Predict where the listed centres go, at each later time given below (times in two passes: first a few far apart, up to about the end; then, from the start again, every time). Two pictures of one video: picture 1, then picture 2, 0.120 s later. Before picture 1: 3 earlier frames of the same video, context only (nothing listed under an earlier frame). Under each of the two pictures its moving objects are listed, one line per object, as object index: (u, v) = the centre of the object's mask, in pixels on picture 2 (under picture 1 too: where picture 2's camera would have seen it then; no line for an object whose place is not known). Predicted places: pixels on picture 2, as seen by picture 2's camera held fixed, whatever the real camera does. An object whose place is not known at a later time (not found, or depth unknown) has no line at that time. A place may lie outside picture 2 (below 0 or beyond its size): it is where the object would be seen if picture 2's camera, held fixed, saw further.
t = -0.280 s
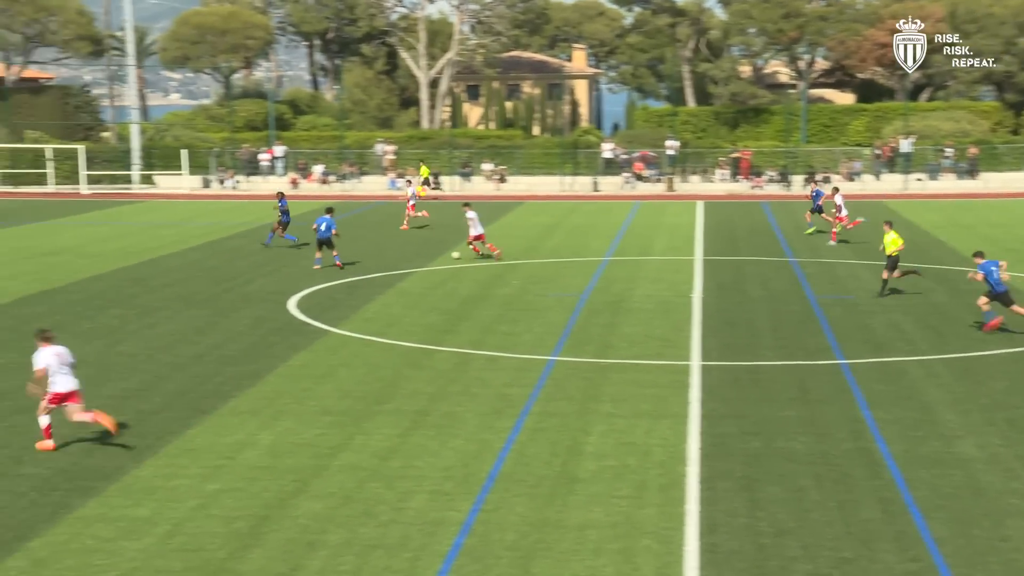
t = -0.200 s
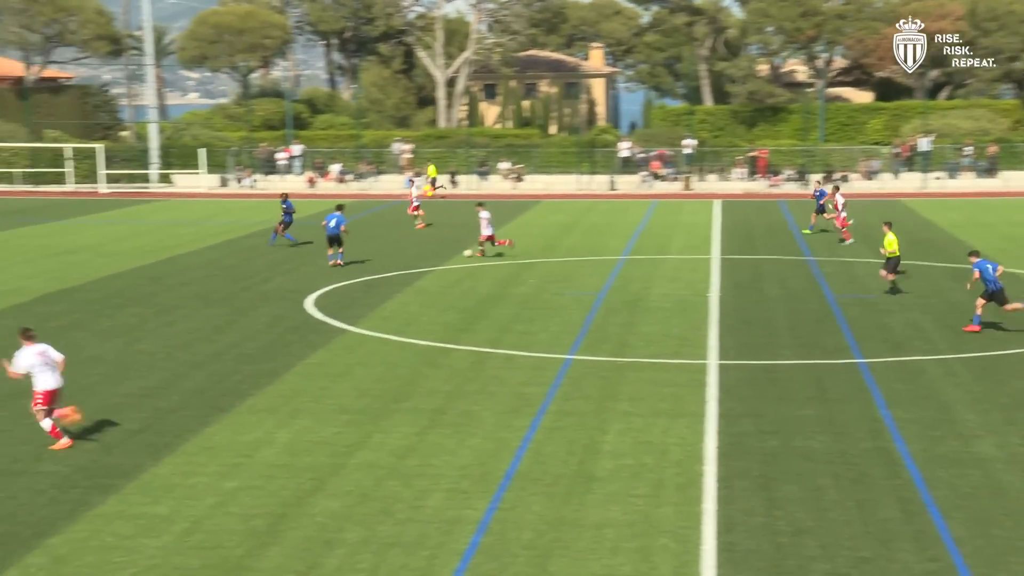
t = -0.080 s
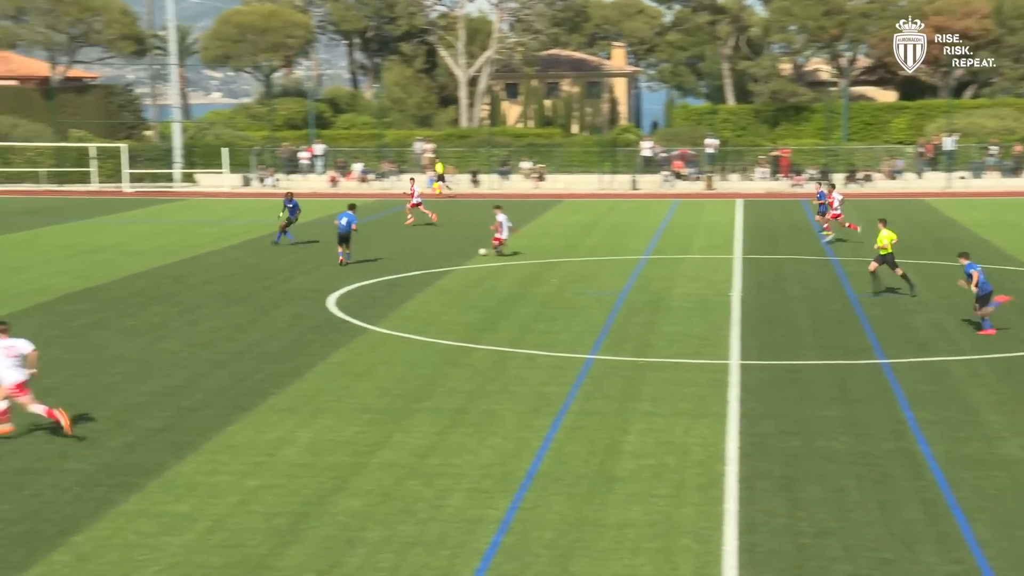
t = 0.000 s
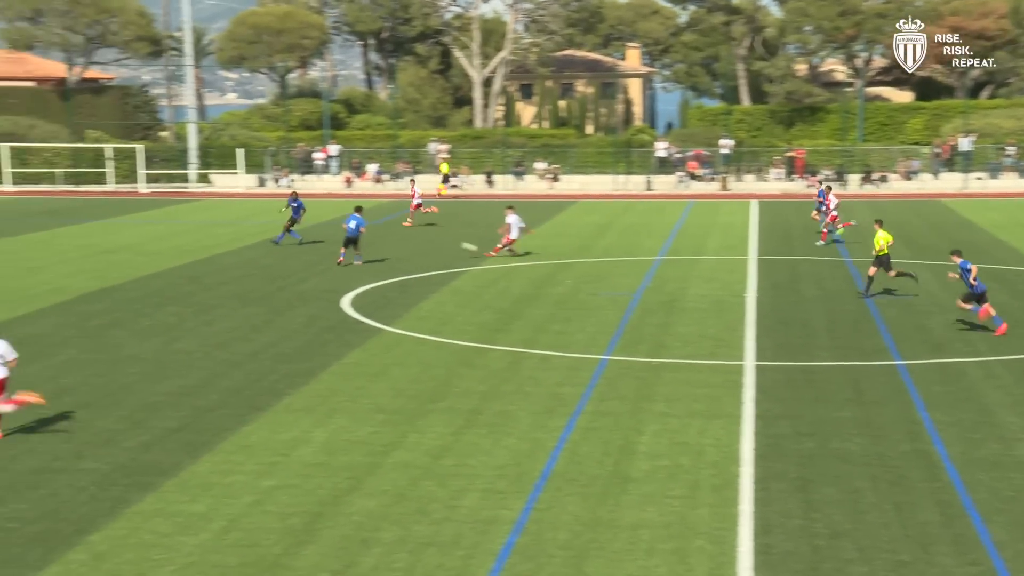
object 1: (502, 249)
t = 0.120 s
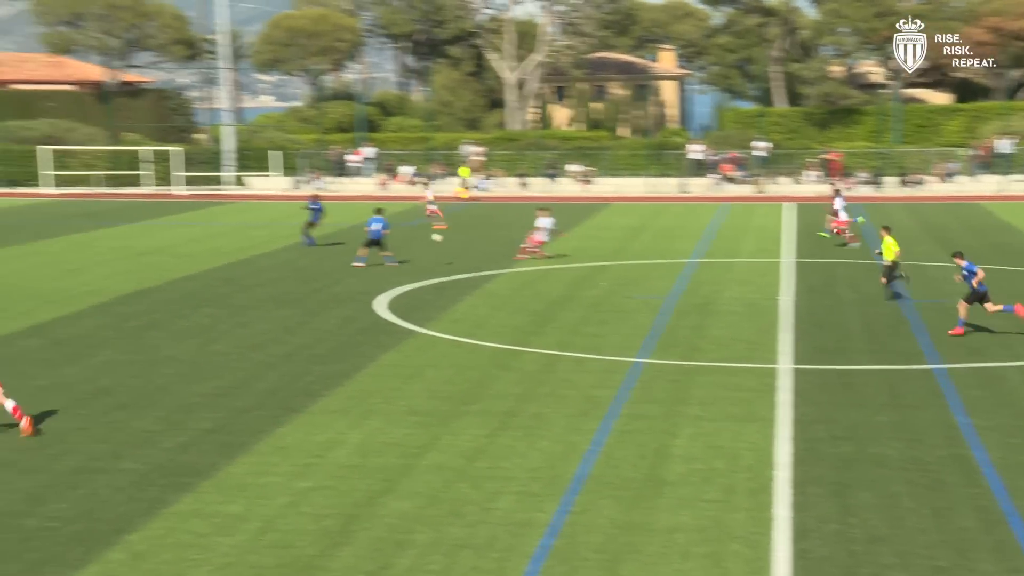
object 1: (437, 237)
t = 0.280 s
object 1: (344, 226)
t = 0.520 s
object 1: (201, 222)
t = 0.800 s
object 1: (8, 238)
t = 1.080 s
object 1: (-220, 290)
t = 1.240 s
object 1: (-372, 339)
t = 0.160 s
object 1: (414, 234)
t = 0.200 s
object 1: (391, 231)
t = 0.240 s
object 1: (367, 228)
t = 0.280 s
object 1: (344, 226)
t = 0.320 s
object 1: (321, 225)
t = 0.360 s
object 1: (297, 223)
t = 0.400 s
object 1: (274, 222)
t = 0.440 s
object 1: (251, 221)
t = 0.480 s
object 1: (226, 221)
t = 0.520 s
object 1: (201, 222)
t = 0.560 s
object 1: (175, 222)
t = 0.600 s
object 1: (149, 223)
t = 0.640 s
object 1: (122, 225)
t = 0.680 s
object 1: (94, 227)
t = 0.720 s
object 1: (66, 231)
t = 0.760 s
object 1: (37, 234)
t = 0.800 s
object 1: (8, 238)
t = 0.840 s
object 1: (-22, 244)
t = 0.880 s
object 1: (-53, 249)
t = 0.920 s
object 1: (-85, 256)
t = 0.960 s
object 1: (-117, 263)
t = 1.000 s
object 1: (-150, 271)
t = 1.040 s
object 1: (-185, 280)
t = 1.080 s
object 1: (-220, 290)
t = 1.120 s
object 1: (-256, 301)
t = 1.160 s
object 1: (-293, 312)
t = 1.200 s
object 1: (-332, 326)
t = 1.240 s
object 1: (-372, 339)
